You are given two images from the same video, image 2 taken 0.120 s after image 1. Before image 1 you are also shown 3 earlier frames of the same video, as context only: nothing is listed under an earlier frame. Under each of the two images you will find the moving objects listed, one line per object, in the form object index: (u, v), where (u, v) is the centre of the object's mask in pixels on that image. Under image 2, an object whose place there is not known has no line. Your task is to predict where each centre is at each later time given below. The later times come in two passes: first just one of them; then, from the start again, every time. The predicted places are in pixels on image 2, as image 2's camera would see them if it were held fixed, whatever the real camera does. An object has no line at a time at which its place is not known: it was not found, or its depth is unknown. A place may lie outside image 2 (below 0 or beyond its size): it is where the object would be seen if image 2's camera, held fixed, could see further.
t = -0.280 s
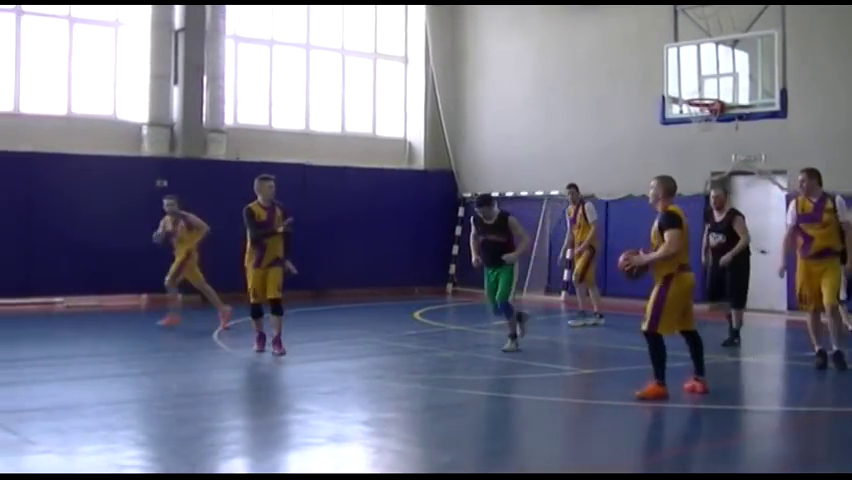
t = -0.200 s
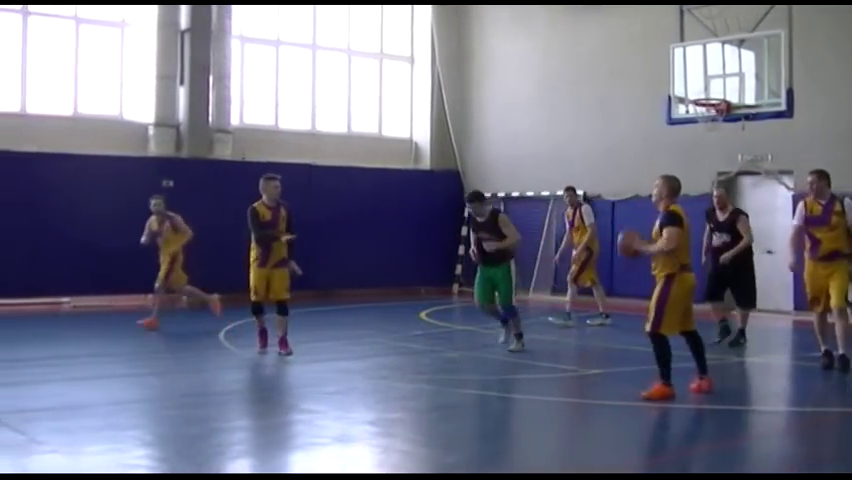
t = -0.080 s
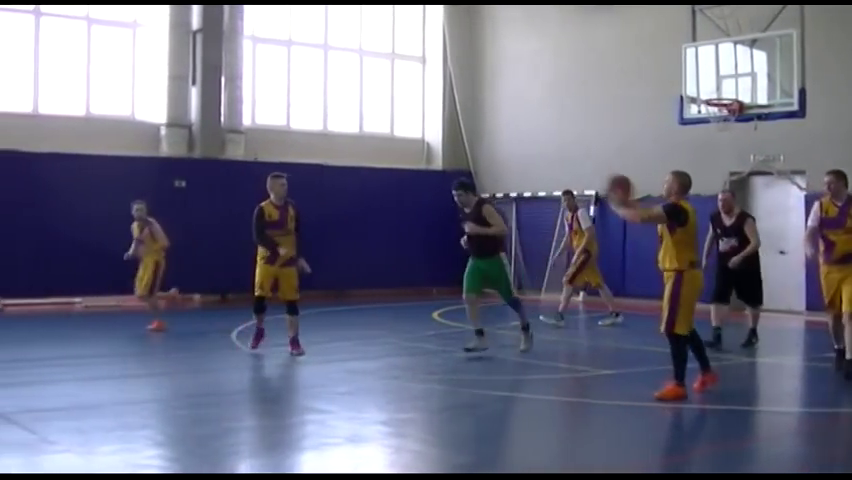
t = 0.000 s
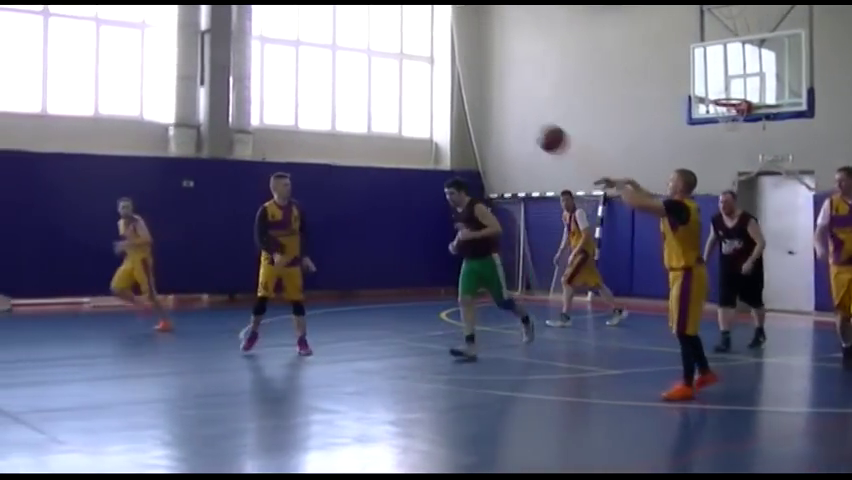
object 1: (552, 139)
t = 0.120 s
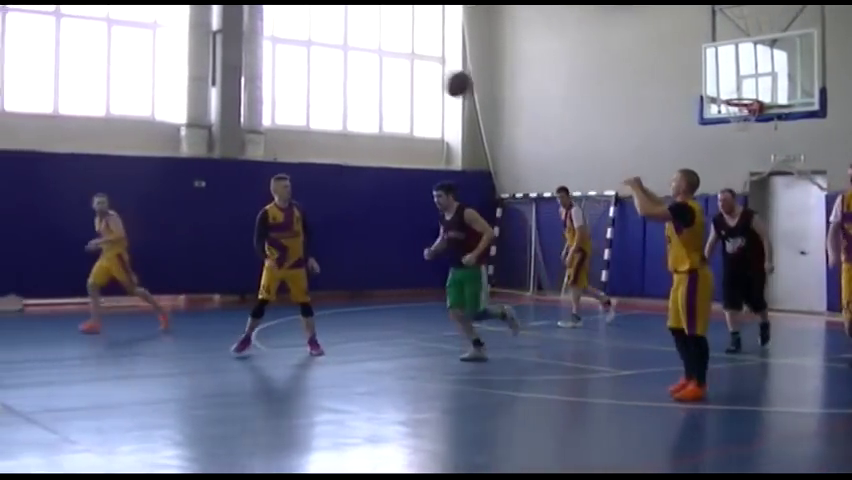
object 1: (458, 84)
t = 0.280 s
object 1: (332, 41)
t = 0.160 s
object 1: (425, 70)
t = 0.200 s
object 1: (392, 58)
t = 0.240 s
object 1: (363, 49)
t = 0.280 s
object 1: (332, 41)
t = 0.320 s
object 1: (304, 36)
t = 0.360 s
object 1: (277, 32)
